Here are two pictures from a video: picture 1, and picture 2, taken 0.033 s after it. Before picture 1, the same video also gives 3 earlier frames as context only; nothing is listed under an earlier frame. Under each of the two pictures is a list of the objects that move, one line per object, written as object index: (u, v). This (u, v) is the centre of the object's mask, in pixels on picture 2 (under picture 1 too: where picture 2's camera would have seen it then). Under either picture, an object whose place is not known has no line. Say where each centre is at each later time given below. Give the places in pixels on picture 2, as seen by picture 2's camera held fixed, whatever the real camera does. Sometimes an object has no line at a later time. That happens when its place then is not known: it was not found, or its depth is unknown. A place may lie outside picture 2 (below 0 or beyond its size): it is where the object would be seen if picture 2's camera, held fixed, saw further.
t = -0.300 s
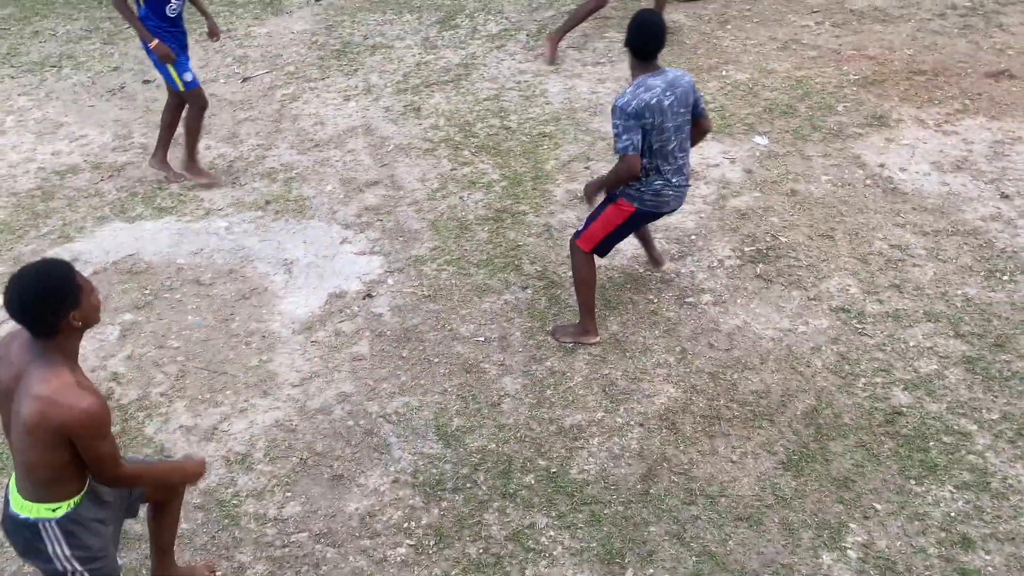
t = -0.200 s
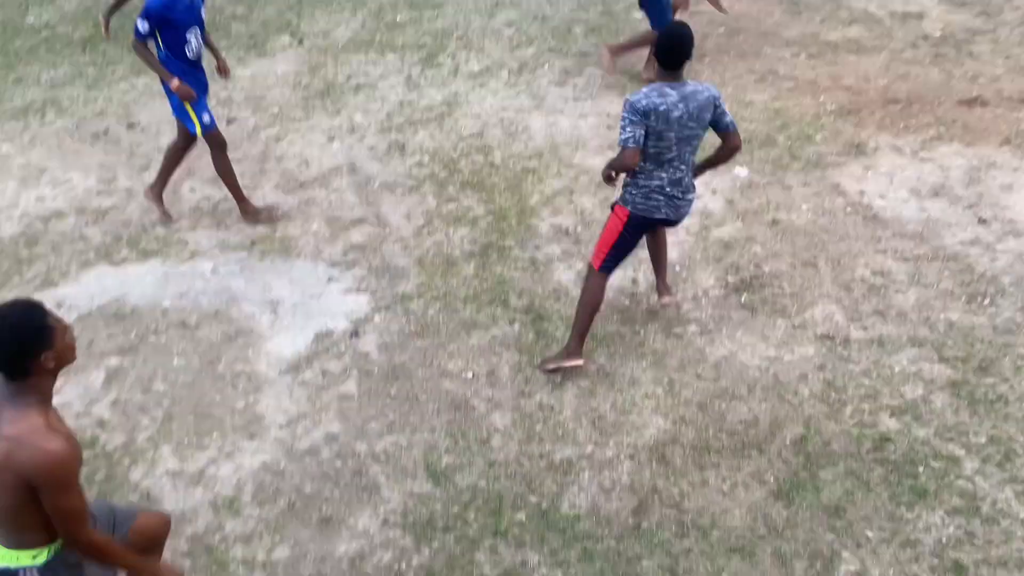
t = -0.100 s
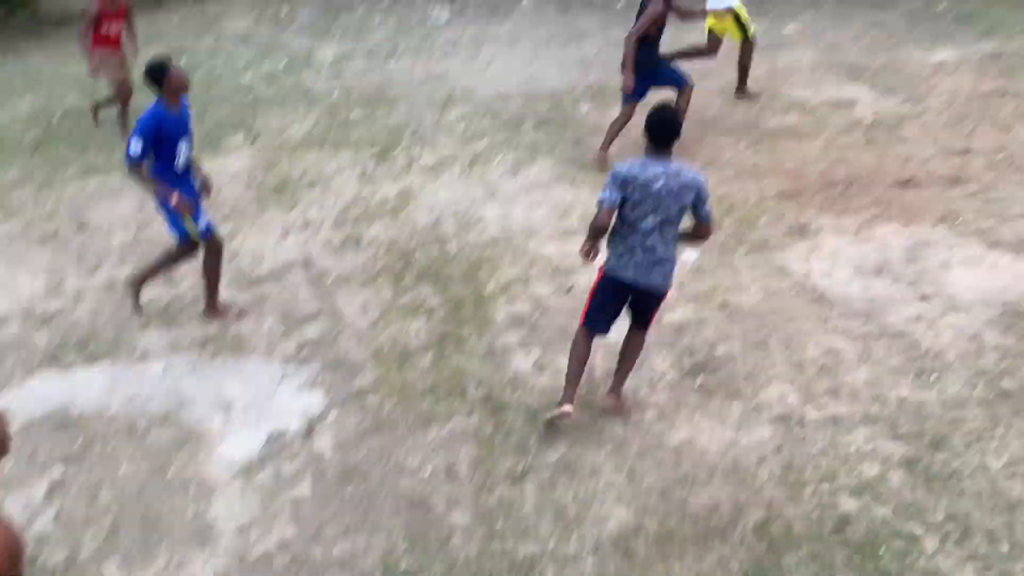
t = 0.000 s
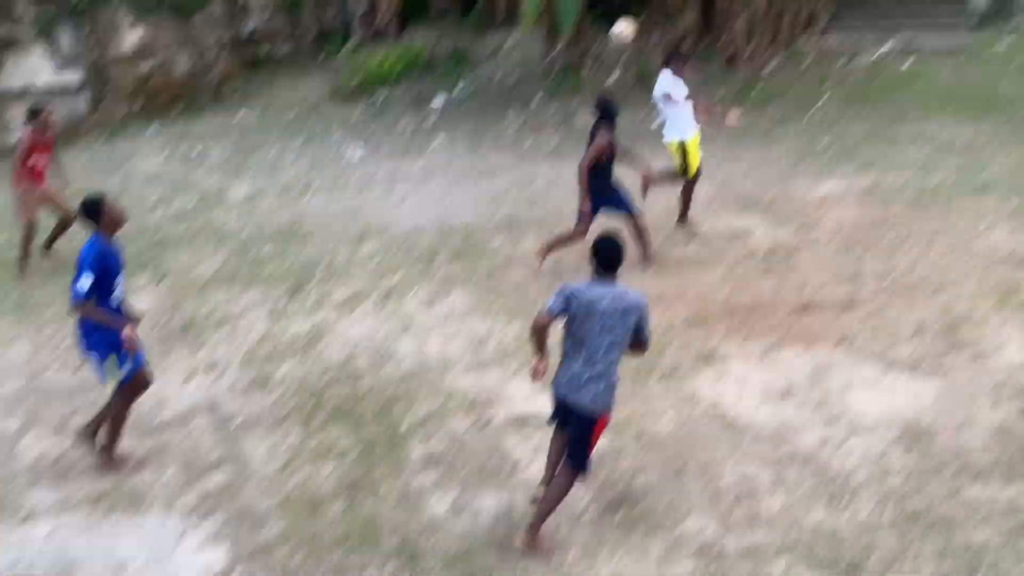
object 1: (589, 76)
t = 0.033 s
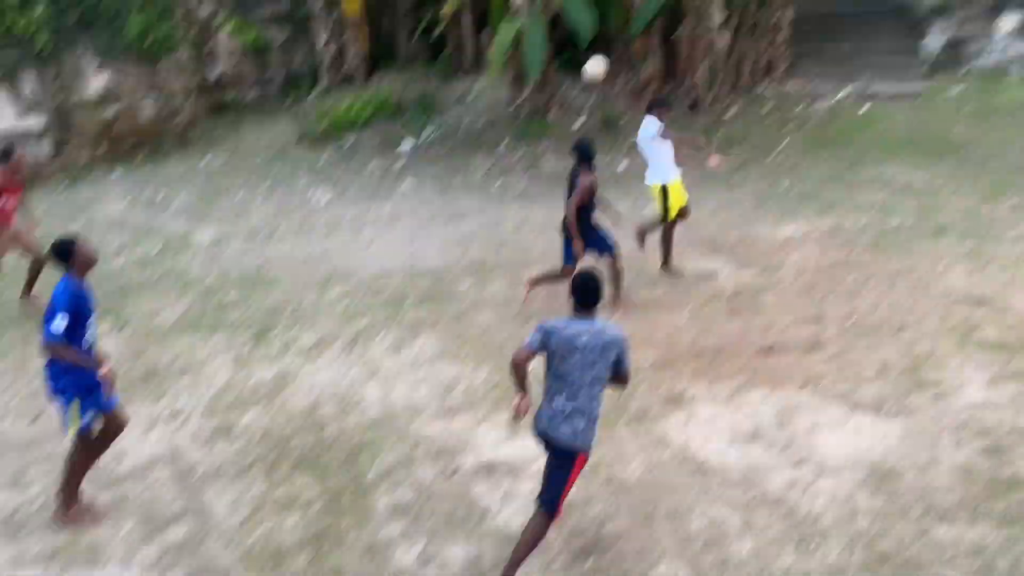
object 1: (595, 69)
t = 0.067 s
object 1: (602, 62)
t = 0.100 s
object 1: (609, 56)
